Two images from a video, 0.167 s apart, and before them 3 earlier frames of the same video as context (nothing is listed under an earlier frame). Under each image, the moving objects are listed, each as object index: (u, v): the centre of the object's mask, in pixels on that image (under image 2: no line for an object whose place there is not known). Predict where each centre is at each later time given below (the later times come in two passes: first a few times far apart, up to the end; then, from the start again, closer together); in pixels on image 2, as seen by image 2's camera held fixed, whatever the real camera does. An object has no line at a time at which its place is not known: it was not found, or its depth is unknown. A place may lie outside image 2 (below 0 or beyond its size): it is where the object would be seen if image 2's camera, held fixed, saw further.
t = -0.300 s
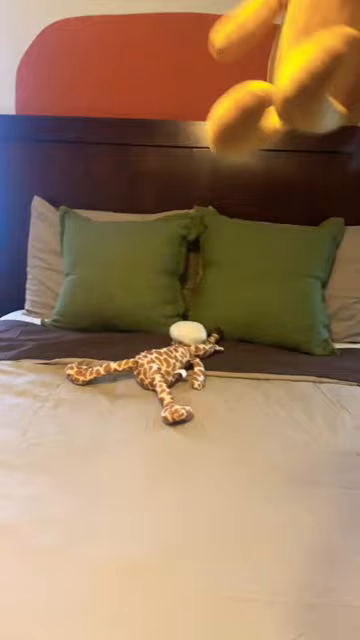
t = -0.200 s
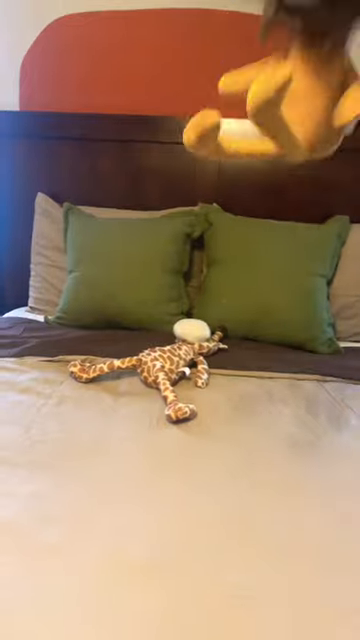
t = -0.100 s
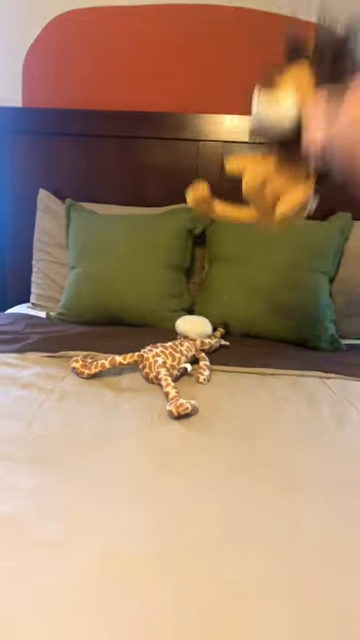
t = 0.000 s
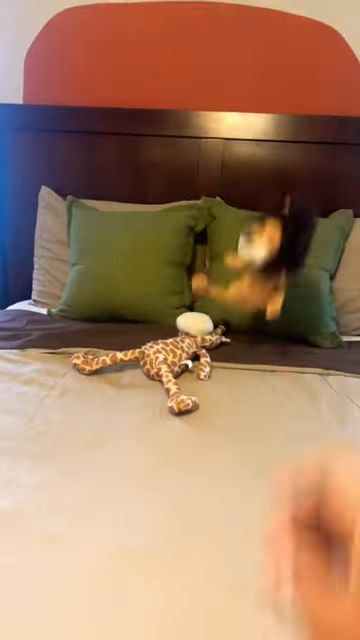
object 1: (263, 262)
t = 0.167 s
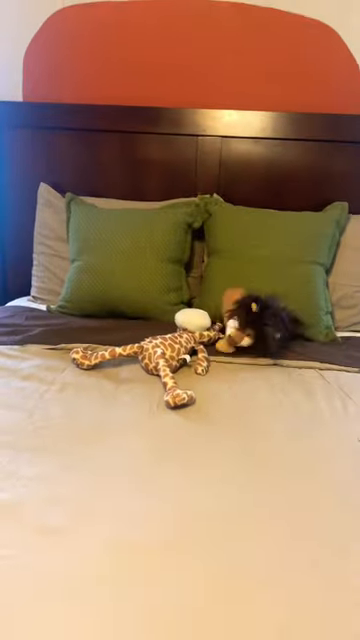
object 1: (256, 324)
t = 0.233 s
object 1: (251, 326)
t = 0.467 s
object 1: (247, 351)
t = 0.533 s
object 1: (247, 351)
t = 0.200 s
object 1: (254, 325)
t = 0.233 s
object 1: (251, 326)
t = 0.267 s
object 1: (250, 333)
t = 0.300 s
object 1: (247, 337)
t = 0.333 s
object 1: (244, 345)
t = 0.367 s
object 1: (245, 353)
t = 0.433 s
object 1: (247, 352)
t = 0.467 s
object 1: (247, 351)
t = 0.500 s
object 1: (248, 351)
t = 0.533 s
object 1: (247, 351)
